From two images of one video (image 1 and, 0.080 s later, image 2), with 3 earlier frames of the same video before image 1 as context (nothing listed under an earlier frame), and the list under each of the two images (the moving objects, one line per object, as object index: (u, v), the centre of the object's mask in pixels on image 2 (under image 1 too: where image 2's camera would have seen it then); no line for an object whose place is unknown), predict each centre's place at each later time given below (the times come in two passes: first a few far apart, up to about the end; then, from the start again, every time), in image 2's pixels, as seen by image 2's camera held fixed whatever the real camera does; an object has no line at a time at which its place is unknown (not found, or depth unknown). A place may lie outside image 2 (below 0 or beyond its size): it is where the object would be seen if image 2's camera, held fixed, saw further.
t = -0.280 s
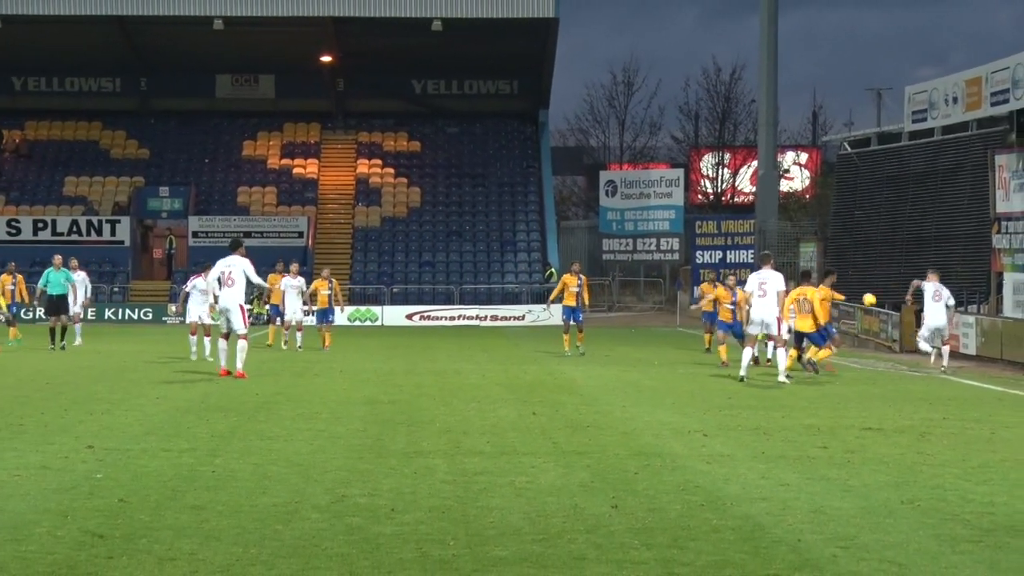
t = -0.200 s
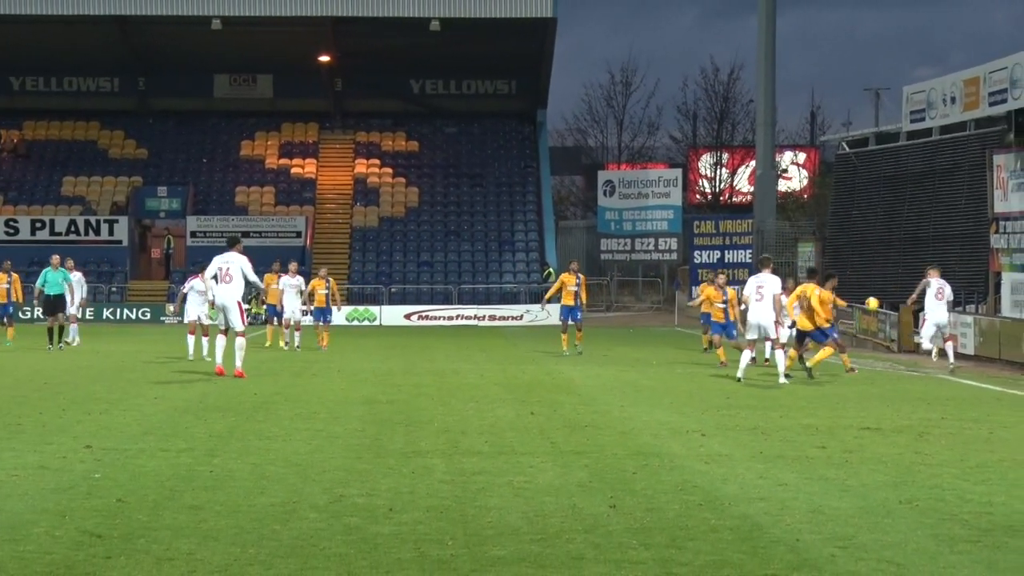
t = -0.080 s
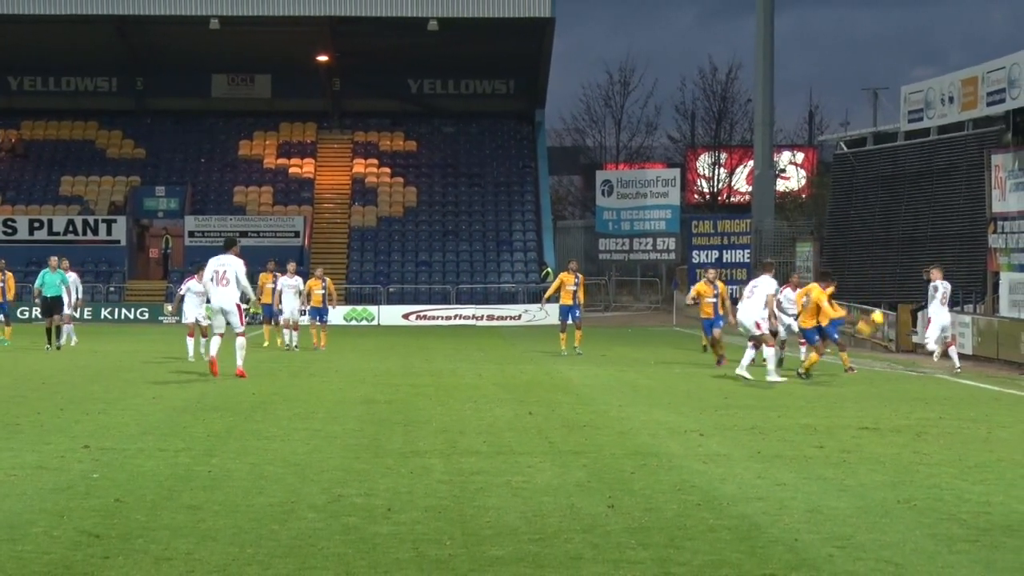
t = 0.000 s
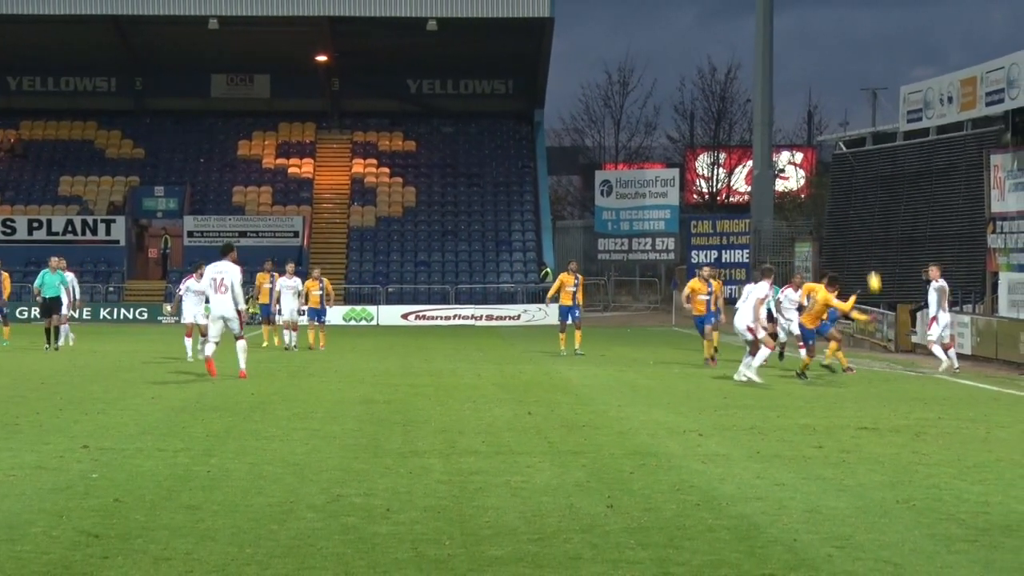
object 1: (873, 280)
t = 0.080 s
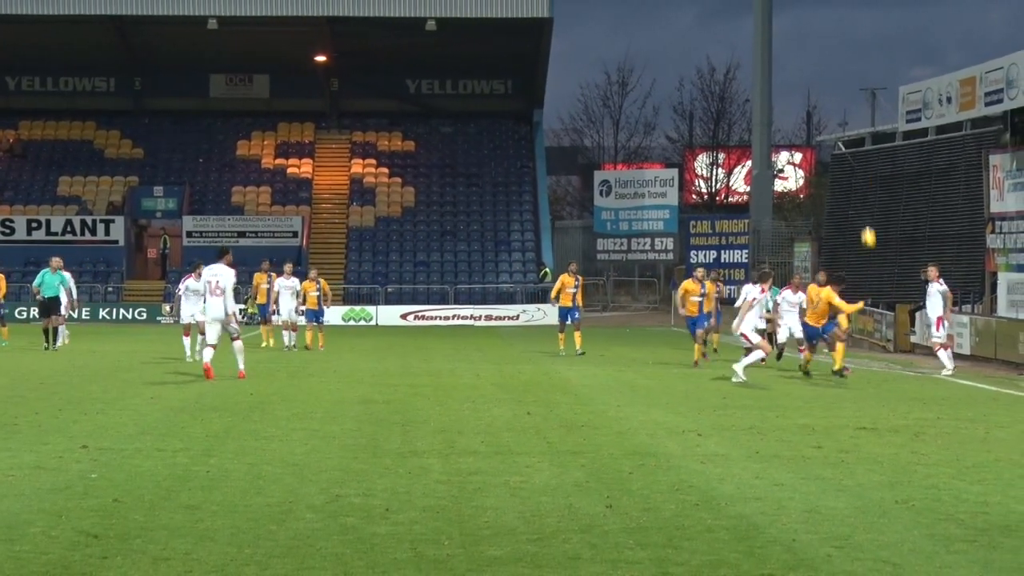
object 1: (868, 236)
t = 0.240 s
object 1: (858, 162)
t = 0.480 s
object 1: (846, 85)
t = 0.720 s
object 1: (832, 62)
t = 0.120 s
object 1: (865, 214)
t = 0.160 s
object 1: (863, 195)
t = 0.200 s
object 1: (861, 177)
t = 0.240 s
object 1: (858, 162)
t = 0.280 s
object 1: (856, 145)
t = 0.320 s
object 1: (854, 130)
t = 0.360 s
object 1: (851, 116)
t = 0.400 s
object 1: (850, 104)
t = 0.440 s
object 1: (848, 94)
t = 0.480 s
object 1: (846, 85)
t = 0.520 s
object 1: (843, 78)
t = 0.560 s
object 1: (841, 71)
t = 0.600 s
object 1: (838, 67)
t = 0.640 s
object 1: (836, 63)
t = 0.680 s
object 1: (834, 61)
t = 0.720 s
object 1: (832, 62)
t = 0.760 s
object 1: (829, 65)
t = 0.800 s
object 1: (827, 68)
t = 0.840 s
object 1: (824, 75)
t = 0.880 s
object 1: (822, 82)
